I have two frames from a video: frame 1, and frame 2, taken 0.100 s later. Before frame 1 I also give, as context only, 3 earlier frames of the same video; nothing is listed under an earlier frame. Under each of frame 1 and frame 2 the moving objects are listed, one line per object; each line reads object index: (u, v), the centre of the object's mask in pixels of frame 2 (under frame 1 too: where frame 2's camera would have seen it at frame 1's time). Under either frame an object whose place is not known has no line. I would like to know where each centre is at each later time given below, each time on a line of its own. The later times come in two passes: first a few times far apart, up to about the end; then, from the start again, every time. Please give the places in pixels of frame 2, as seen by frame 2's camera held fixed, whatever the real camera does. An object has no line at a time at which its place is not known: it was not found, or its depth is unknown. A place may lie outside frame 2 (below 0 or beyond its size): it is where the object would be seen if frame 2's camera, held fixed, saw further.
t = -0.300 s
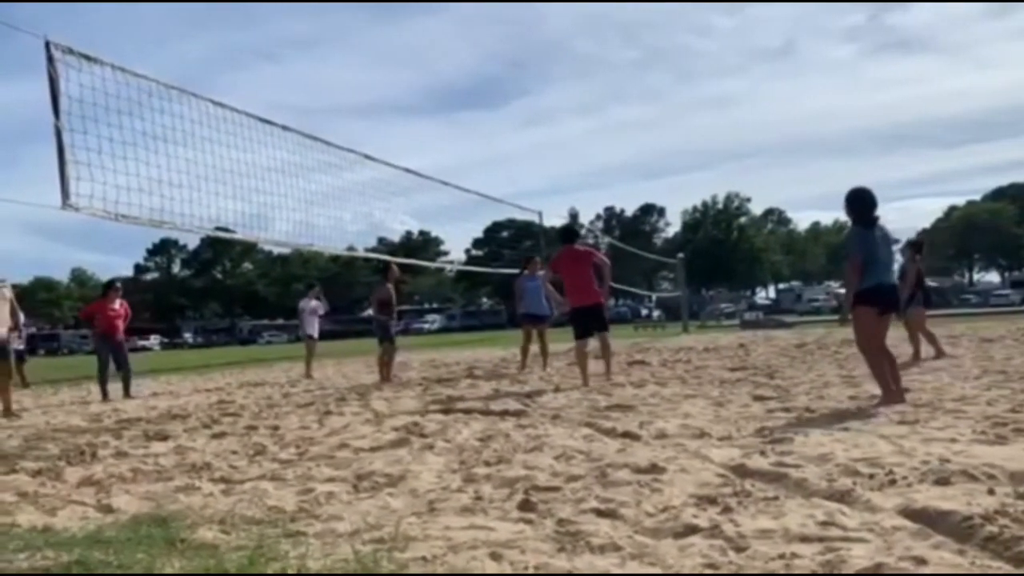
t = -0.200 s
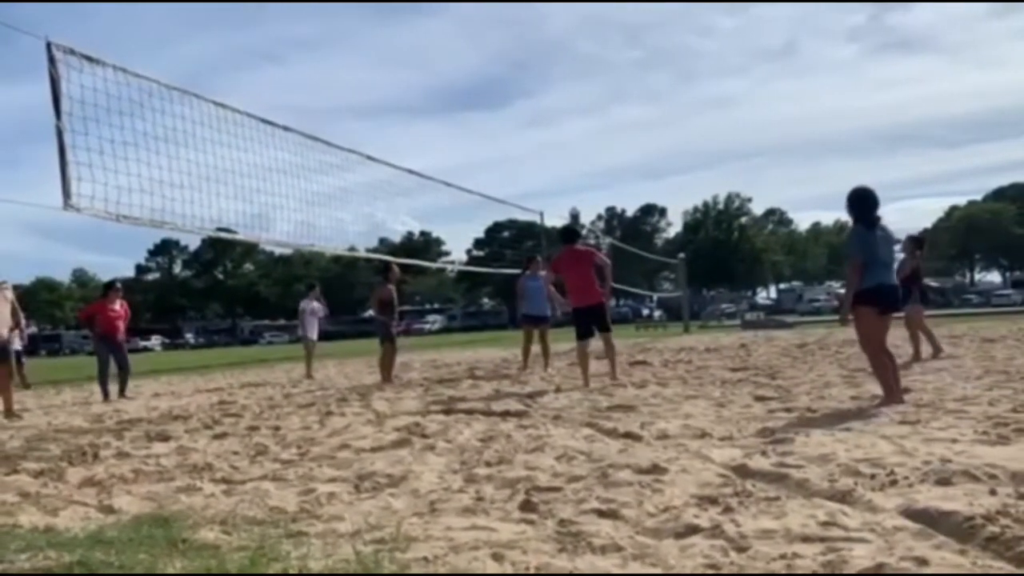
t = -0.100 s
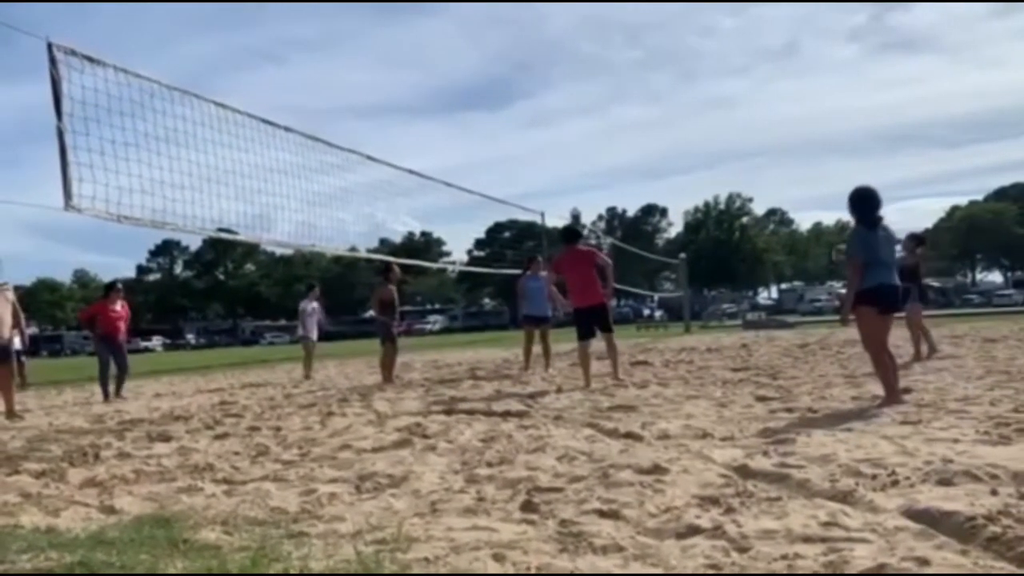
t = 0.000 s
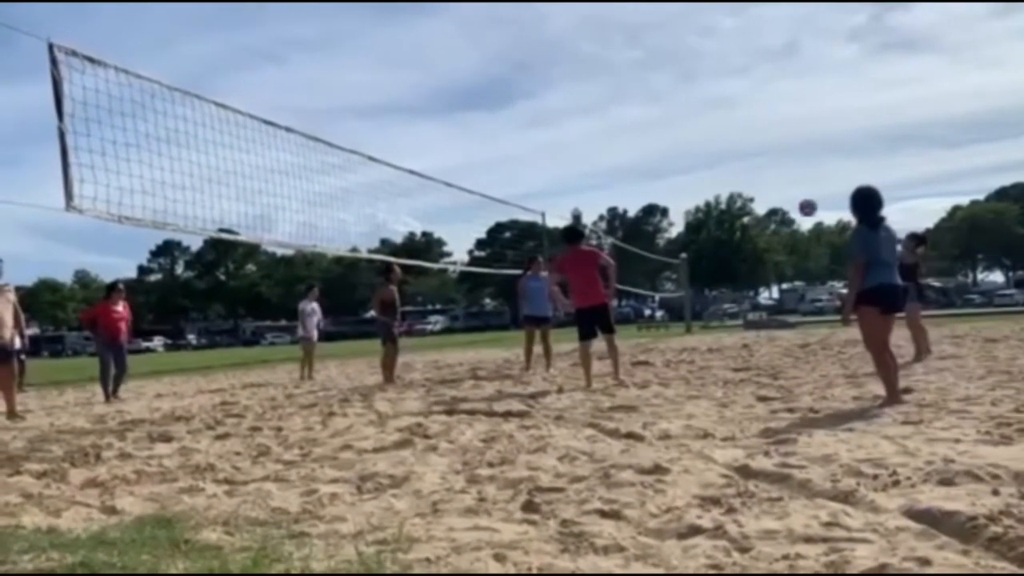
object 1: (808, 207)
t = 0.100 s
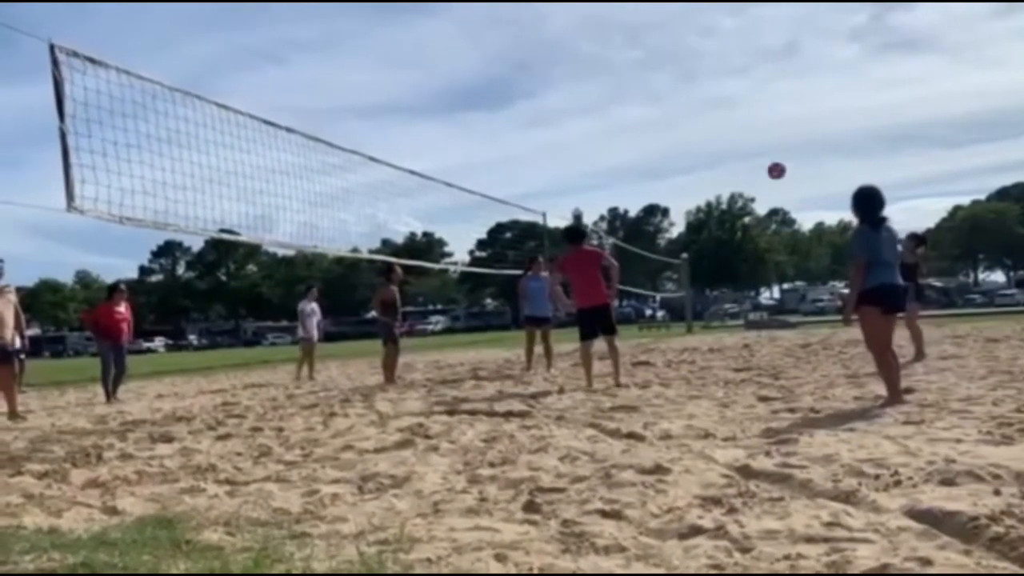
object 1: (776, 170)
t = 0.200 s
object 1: (745, 142)
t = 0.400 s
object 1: (688, 111)
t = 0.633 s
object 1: (628, 116)
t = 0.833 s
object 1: (584, 154)
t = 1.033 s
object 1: (548, 220)
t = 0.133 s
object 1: (766, 160)
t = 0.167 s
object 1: (755, 151)
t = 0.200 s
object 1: (745, 142)
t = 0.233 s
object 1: (735, 134)
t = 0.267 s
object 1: (725, 128)
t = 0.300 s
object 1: (715, 122)
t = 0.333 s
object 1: (706, 117)
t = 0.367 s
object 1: (696, 113)
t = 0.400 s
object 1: (688, 111)
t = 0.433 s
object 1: (678, 109)
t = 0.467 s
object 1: (670, 108)
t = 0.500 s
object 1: (661, 108)
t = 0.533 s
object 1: (653, 108)
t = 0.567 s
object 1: (644, 110)
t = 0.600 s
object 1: (636, 113)
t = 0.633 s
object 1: (628, 116)
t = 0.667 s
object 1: (620, 120)
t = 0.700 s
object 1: (613, 125)
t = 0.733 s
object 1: (605, 131)
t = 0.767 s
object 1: (598, 138)
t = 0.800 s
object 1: (591, 146)
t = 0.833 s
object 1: (584, 154)
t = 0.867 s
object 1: (578, 163)
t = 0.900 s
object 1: (571, 173)
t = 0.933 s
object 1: (565, 184)
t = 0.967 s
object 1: (559, 196)
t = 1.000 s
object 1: (553, 208)
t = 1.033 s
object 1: (548, 220)
